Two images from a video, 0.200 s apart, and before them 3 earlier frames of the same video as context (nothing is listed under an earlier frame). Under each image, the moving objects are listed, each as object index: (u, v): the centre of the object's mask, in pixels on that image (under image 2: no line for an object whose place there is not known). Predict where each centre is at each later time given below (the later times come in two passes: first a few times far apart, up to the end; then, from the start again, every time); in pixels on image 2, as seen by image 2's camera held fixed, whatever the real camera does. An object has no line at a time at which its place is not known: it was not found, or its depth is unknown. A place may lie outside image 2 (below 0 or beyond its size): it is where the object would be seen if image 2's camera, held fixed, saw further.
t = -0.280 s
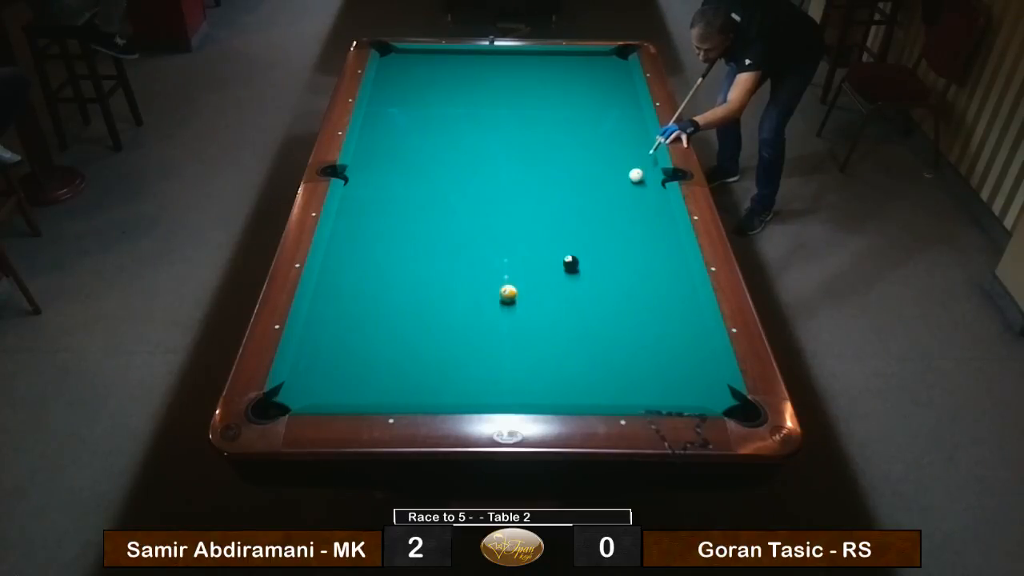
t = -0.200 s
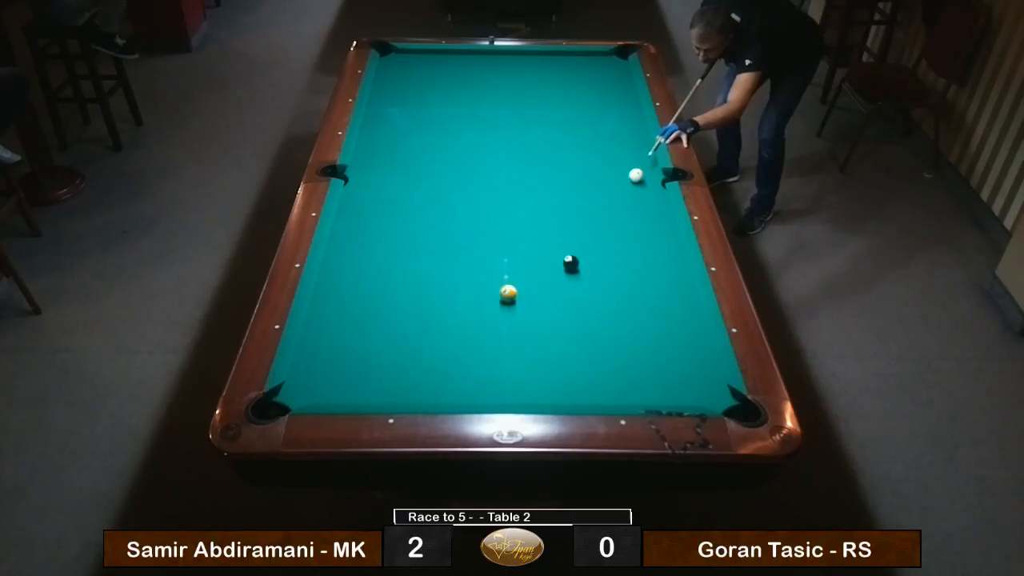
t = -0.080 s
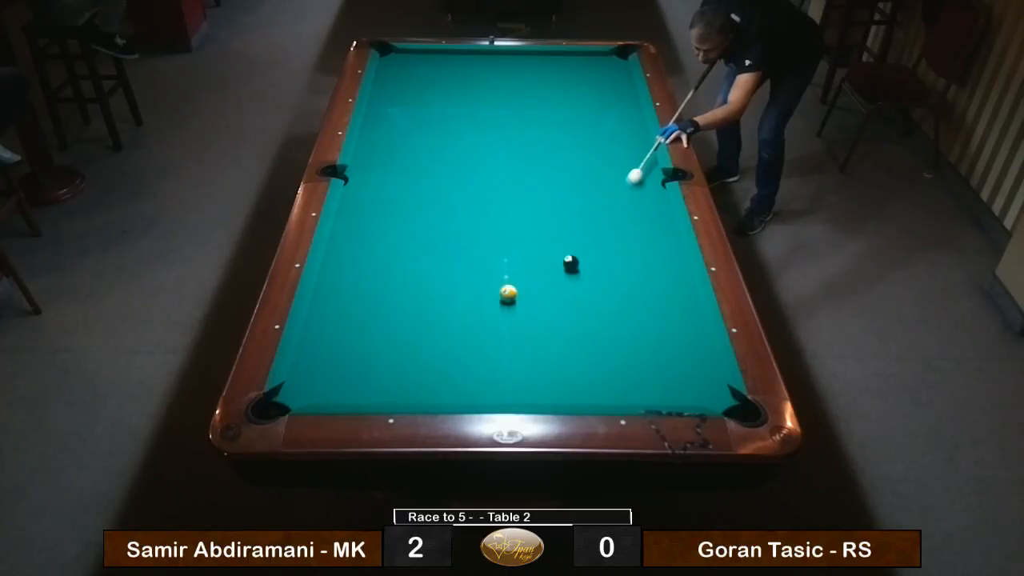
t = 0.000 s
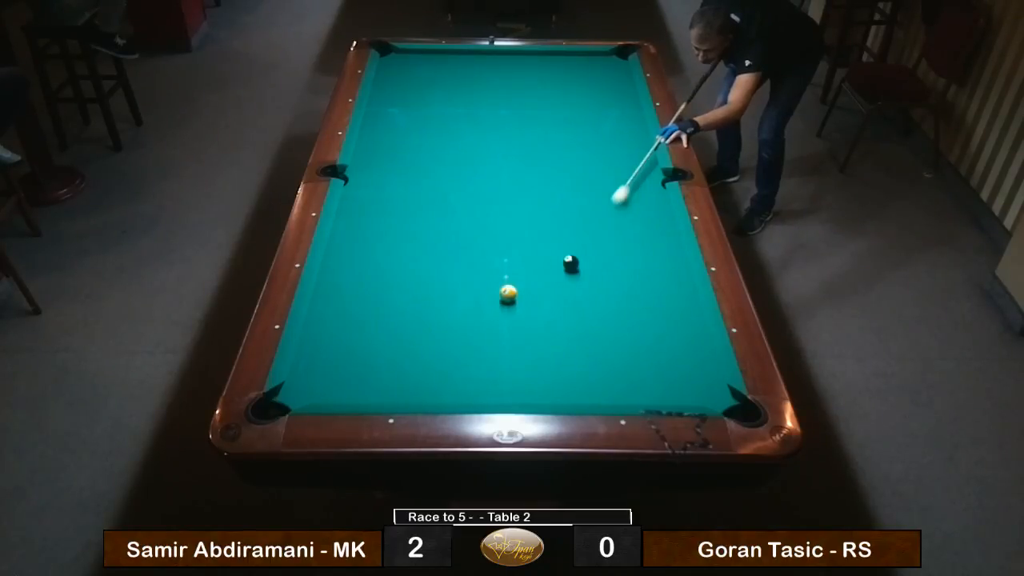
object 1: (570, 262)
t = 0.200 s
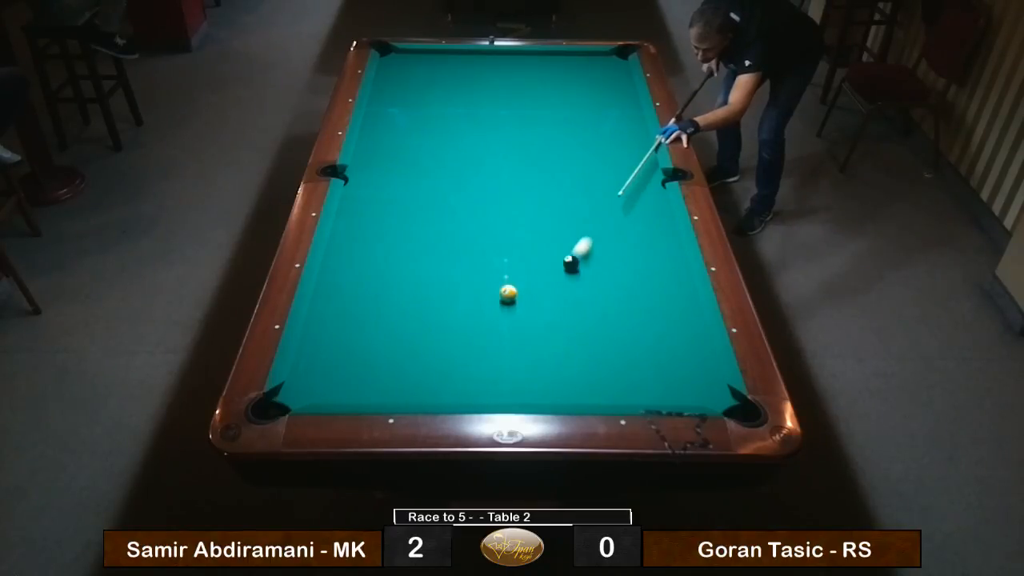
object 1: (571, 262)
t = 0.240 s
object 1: (565, 265)
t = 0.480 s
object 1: (515, 325)
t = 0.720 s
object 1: (464, 384)
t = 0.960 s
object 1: (432, 369)
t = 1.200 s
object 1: (410, 339)
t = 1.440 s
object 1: (391, 311)
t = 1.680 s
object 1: (373, 287)
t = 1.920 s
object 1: (357, 265)
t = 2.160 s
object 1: (344, 245)
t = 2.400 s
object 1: (343, 229)
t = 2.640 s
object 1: (356, 217)
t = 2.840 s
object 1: (366, 208)
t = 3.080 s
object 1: (377, 197)
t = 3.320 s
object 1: (387, 188)
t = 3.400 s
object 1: (390, 185)
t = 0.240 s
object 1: (565, 265)
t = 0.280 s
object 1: (555, 276)
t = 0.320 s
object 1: (546, 288)
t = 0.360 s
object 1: (539, 298)
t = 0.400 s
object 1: (531, 307)
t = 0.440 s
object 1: (522, 316)
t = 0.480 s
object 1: (515, 325)
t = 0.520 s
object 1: (507, 334)
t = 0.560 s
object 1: (499, 343)
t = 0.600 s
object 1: (491, 354)
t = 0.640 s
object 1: (482, 364)
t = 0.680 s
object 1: (473, 374)
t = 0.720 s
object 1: (464, 384)
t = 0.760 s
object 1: (455, 393)
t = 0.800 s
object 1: (448, 393)
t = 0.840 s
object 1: (444, 387)
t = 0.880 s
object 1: (440, 381)
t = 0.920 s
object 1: (435, 375)
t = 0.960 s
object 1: (432, 369)
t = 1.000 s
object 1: (428, 364)
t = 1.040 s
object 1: (424, 359)
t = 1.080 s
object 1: (421, 354)
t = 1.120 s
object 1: (417, 348)
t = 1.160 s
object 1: (413, 344)
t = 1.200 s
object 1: (410, 339)
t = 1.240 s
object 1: (407, 334)
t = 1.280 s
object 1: (404, 329)
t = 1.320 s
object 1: (400, 324)
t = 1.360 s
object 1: (397, 320)
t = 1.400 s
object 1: (394, 316)
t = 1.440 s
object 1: (391, 311)
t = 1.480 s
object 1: (388, 307)
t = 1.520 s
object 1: (385, 303)
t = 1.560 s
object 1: (382, 298)
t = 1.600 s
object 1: (379, 294)
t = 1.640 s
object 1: (376, 291)
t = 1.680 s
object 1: (373, 287)
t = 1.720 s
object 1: (371, 283)
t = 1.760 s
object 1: (368, 279)
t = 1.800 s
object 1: (365, 275)
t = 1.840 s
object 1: (363, 272)
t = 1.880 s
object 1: (360, 268)
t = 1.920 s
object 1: (357, 265)
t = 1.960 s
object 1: (355, 261)
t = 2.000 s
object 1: (353, 258)
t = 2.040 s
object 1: (350, 255)
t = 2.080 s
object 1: (348, 251)
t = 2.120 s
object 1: (345, 248)
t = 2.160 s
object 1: (344, 245)
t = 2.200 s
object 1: (341, 242)
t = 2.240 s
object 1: (339, 239)
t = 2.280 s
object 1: (337, 236)
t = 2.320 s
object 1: (338, 234)
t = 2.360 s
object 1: (340, 231)
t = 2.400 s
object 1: (343, 229)
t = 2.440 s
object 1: (345, 227)
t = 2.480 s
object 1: (347, 226)
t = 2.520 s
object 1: (349, 224)
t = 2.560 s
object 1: (351, 221)
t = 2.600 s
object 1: (354, 219)
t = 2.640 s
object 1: (356, 217)
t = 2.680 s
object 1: (358, 215)
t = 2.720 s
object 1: (360, 213)
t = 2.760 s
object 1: (362, 211)
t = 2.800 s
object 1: (364, 210)
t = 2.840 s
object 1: (366, 208)
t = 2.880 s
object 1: (368, 206)
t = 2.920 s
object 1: (370, 204)
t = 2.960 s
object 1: (372, 202)
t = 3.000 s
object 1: (374, 201)
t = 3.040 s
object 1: (375, 199)
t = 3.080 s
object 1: (377, 197)
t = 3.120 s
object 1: (379, 195)
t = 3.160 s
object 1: (380, 194)
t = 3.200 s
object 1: (382, 193)
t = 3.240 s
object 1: (384, 191)
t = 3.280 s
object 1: (385, 190)
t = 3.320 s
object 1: (387, 188)
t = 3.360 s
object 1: (389, 187)
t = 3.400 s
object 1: (390, 185)
